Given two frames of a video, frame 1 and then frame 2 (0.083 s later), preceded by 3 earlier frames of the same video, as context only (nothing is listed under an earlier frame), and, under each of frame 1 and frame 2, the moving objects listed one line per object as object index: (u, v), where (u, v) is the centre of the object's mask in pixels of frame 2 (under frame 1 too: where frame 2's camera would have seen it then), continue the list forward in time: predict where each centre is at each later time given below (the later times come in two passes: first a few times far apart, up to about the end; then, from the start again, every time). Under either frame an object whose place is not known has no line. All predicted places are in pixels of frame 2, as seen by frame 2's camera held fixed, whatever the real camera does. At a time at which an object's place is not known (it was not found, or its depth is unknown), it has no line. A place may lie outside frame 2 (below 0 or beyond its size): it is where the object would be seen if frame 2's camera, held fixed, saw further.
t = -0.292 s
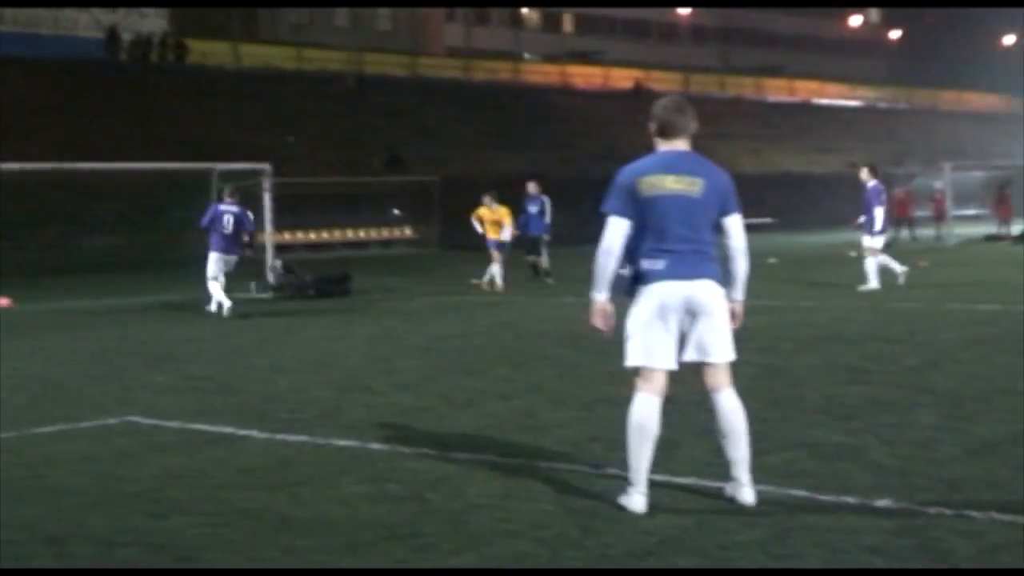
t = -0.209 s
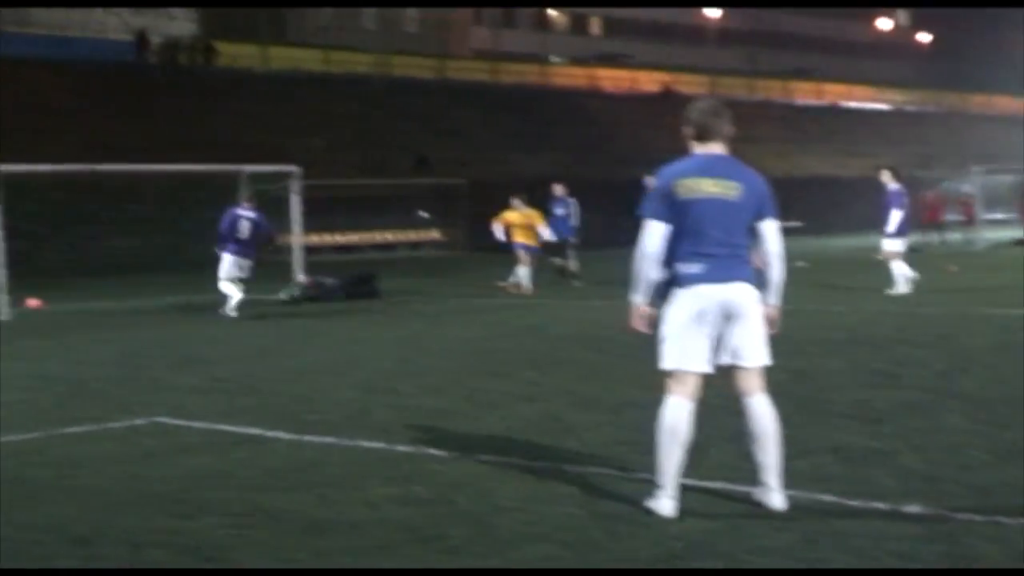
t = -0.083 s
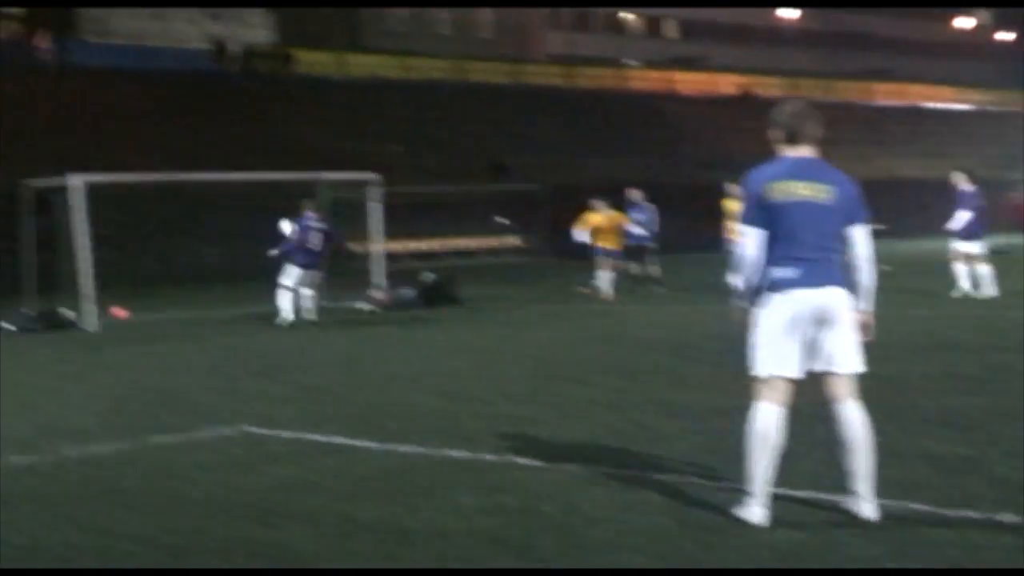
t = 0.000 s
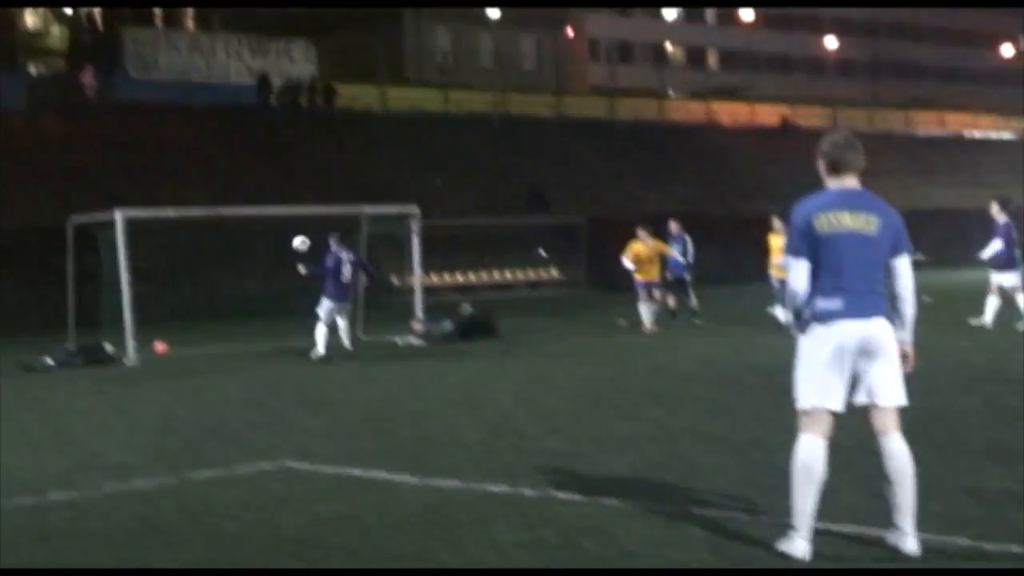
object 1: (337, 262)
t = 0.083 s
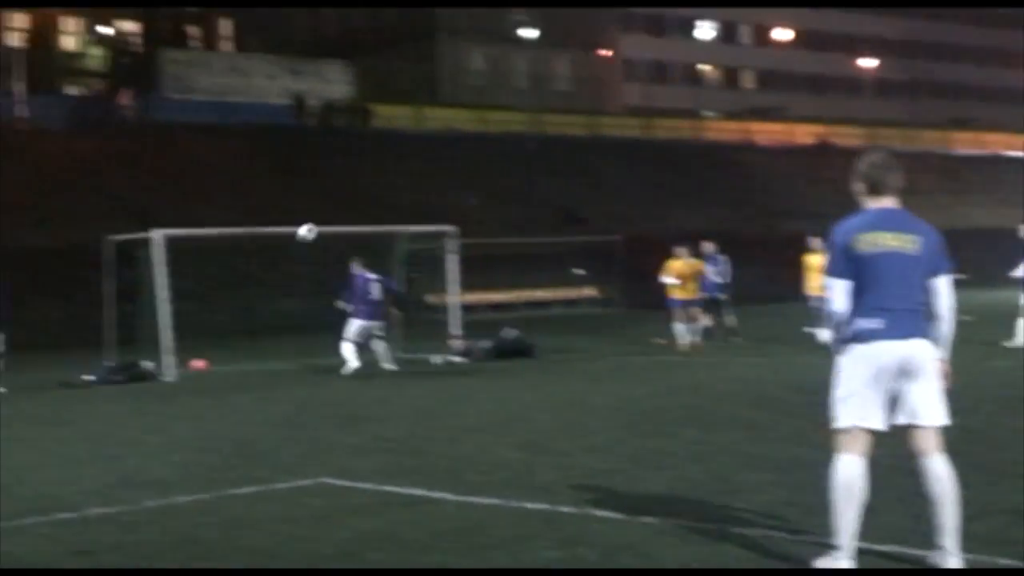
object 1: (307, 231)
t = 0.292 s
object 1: (228, 177)
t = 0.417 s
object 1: (179, 160)
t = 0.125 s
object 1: (291, 218)
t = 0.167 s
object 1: (276, 207)
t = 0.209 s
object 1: (260, 196)
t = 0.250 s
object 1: (244, 186)
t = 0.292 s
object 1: (228, 177)
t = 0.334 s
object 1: (212, 170)
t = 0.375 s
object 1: (195, 165)
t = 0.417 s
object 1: (179, 160)
